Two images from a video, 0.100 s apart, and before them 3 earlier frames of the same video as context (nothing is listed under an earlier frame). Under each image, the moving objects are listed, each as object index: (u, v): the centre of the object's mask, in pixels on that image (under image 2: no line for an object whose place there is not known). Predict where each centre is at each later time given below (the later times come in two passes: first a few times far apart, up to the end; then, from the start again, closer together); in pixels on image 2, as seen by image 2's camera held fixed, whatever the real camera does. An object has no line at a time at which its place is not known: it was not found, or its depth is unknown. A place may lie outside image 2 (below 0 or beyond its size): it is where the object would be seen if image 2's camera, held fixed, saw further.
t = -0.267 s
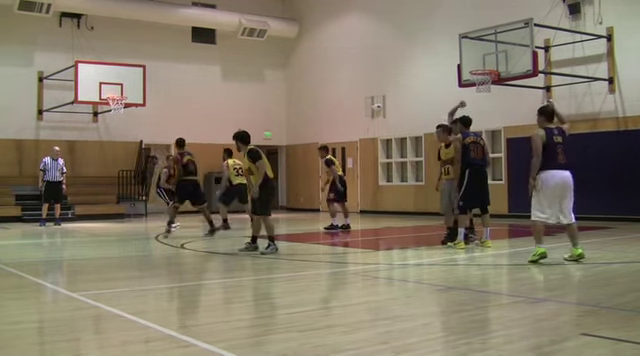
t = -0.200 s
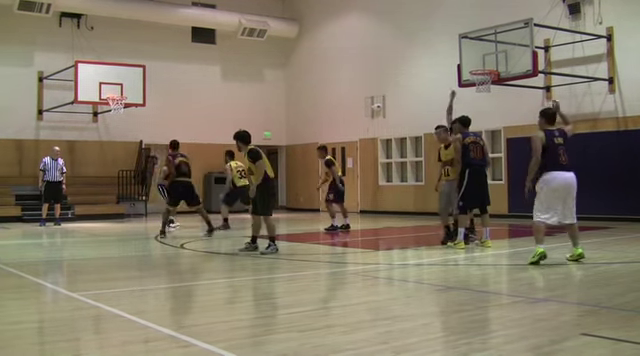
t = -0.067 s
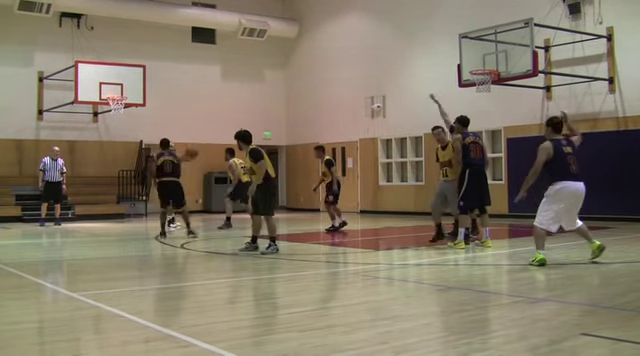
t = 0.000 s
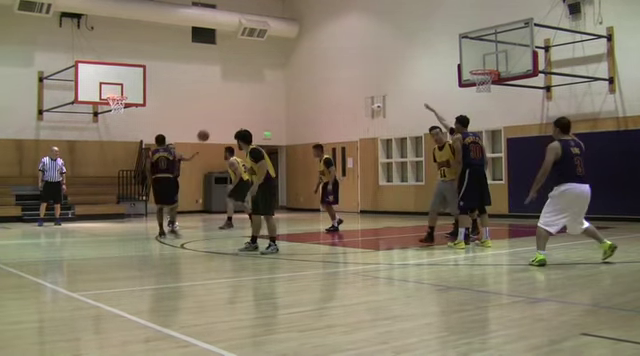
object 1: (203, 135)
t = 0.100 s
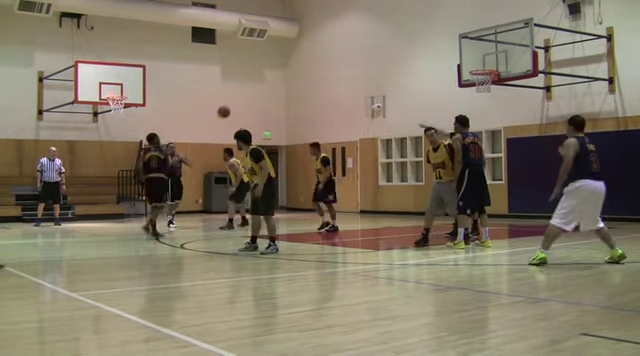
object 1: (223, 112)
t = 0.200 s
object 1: (246, 90)
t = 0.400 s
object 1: (301, 57)
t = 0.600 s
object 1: (372, 40)
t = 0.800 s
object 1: (467, 48)
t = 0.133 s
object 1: (231, 104)
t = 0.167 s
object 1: (238, 97)
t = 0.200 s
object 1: (246, 90)
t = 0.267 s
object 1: (263, 78)
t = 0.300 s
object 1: (272, 72)
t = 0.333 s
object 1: (282, 67)
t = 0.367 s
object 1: (291, 62)
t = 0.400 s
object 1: (301, 57)
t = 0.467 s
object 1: (323, 49)
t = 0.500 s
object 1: (335, 46)
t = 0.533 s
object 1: (347, 44)
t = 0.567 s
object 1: (359, 41)
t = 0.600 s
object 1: (372, 40)
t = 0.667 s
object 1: (400, 40)
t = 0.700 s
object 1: (416, 40)
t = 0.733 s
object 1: (432, 42)
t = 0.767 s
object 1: (449, 44)
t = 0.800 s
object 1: (467, 48)
